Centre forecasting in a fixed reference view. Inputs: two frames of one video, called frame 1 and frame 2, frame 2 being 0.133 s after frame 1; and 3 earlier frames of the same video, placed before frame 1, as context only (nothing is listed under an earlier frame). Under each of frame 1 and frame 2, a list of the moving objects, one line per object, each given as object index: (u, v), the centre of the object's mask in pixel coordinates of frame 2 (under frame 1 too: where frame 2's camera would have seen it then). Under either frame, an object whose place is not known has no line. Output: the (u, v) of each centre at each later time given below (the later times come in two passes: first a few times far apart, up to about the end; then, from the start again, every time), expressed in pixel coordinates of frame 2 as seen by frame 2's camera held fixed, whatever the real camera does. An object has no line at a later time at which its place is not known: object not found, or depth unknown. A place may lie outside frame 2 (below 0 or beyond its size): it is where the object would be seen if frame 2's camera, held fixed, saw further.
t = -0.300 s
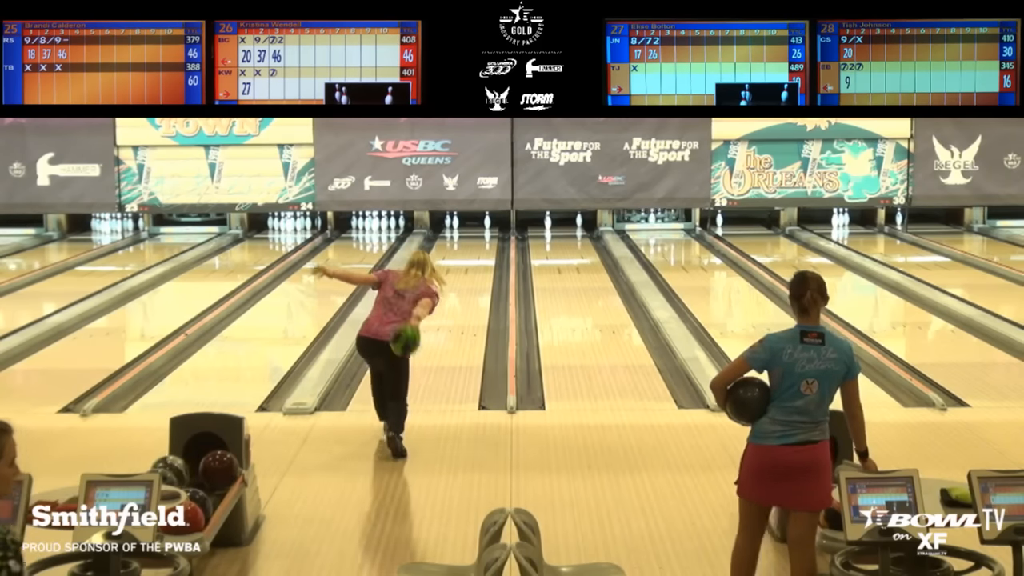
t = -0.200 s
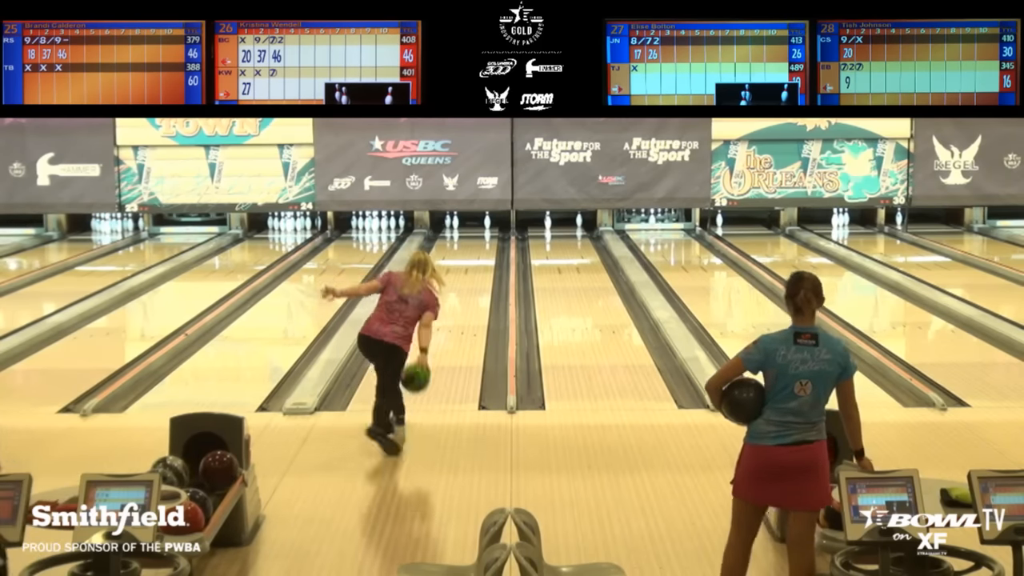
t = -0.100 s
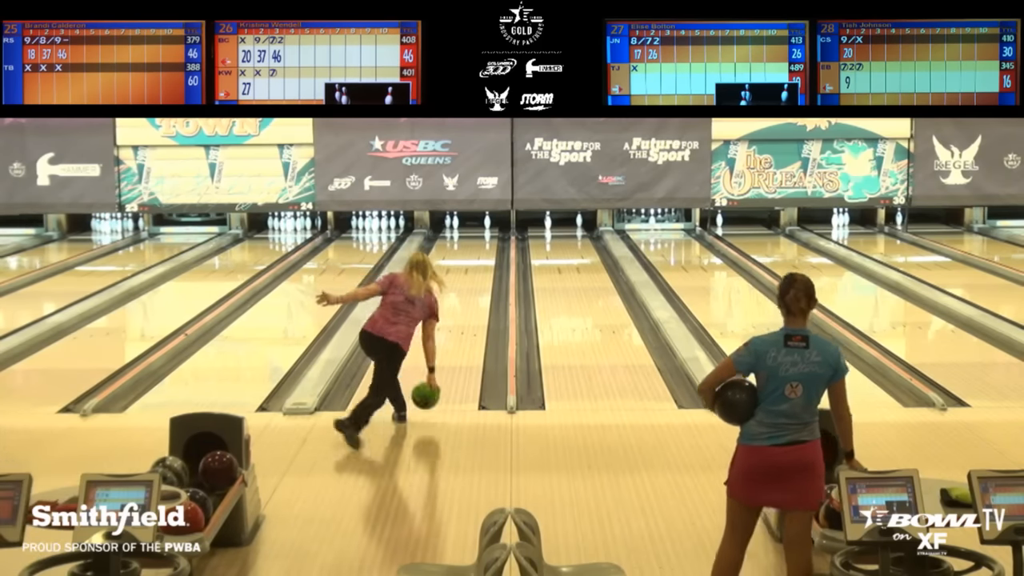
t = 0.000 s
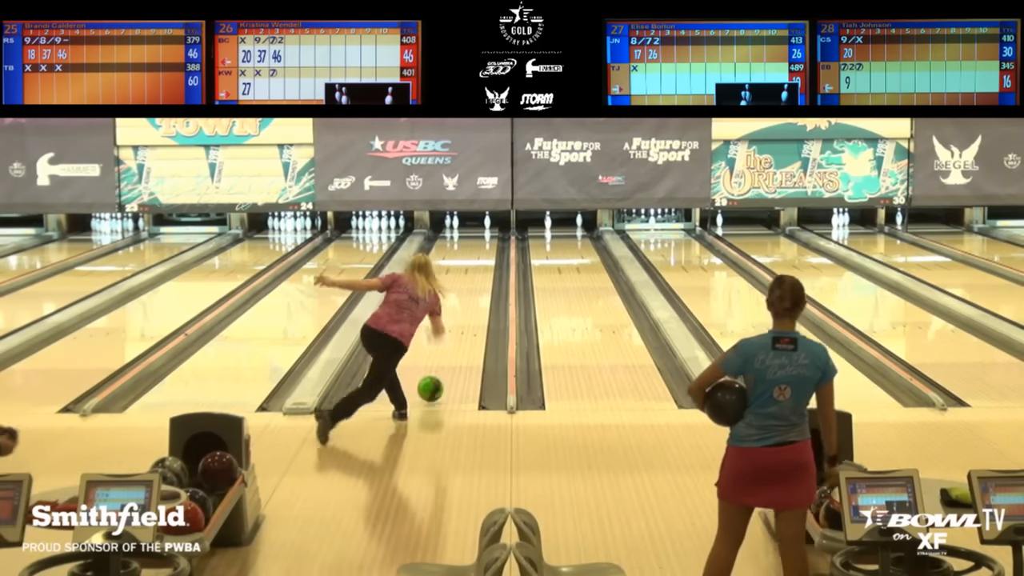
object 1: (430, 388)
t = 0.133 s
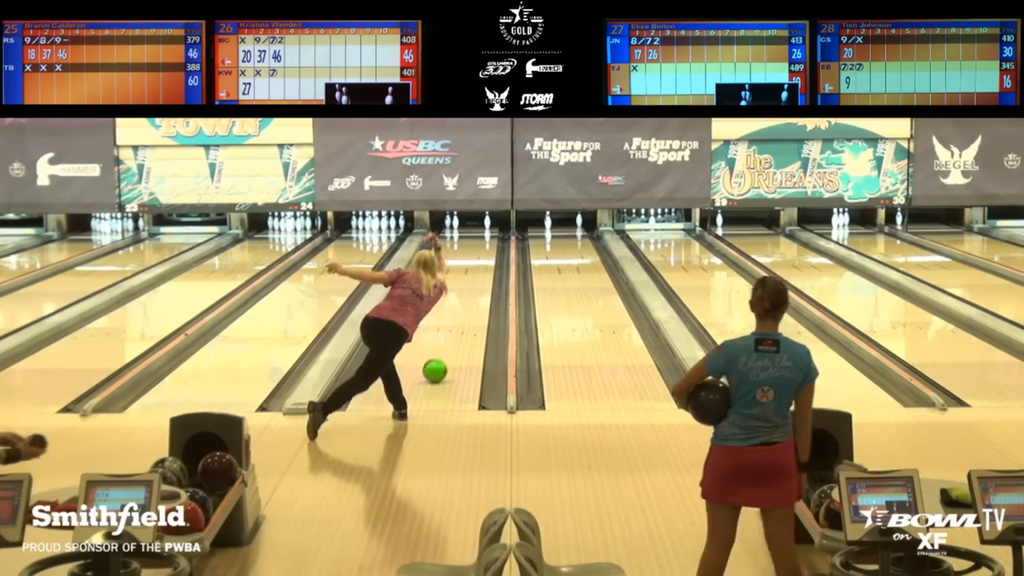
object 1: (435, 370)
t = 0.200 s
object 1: (437, 361)
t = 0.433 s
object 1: (443, 333)
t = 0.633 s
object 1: (446, 314)
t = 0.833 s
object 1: (450, 297)
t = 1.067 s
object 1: (454, 281)
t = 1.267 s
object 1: (455, 269)
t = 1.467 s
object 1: (456, 258)
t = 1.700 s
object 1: (457, 248)
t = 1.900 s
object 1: (457, 240)
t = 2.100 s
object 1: (458, 234)
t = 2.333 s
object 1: (457, 226)
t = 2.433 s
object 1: (456, 223)
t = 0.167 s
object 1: (436, 366)
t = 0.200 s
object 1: (437, 361)
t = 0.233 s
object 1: (437, 357)
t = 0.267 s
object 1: (438, 352)
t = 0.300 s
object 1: (439, 348)
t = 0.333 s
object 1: (440, 344)
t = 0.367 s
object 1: (441, 340)
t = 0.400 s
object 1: (442, 337)
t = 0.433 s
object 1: (443, 333)
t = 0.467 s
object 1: (443, 330)
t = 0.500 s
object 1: (444, 326)
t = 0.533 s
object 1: (444, 323)
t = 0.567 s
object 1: (445, 320)
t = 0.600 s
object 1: (446, 317)
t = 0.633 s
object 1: (446, 314)
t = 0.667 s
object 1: (447, 310)
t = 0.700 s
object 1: (447, 308)
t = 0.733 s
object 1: (448, 305)
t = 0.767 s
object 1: (449, 302)
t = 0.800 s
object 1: (449, 299)
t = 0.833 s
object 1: (450, 297)
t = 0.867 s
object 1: (451, 295)
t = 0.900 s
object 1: (451, 293)
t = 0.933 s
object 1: (453, 290)
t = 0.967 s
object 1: (453, 288)
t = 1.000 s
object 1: (453, 286)
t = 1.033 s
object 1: (454, 283)
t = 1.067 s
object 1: (454, 281)
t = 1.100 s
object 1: (454, 279)
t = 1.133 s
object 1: (454, 277)
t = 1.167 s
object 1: (455, 275)
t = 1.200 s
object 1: (455, 273)
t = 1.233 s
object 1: (454, 271)
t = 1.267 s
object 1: (455, 269)
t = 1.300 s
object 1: (454, 266)
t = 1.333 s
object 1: (454, 264)
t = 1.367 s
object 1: (454, 263)
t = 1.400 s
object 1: (454, 262)
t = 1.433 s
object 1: (455, 260)
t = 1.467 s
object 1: (456, 258)
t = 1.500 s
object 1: (456, 257)
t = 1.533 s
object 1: (456, 255)
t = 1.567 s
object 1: (456, 254)
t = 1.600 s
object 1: (456, 252)
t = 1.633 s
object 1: (456, 250)
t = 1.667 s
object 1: (456, 249)
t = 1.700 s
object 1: (457, 248)
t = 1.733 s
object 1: (457, 247)
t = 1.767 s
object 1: (457, 246)
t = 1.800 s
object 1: (457, 244)
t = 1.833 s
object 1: (457, 243)
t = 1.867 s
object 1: (458, 242)
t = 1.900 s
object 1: (457, 240)
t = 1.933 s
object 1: (458, 239)
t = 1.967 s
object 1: (457, 237)
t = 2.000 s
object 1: (457, 237)
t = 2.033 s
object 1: (458, 236)
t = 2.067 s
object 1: (458, 235)
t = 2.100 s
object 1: (458, 234)
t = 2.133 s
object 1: (458, 233)
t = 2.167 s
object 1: (457, 232)
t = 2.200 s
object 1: (457, 231)
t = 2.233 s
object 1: (457, 230)
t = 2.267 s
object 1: (457, 228)
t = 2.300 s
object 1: (456, 227)
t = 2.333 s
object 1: (457, 226)
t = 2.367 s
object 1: (456, 225)
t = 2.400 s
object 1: (456, 224)
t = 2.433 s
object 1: (456, 223)
